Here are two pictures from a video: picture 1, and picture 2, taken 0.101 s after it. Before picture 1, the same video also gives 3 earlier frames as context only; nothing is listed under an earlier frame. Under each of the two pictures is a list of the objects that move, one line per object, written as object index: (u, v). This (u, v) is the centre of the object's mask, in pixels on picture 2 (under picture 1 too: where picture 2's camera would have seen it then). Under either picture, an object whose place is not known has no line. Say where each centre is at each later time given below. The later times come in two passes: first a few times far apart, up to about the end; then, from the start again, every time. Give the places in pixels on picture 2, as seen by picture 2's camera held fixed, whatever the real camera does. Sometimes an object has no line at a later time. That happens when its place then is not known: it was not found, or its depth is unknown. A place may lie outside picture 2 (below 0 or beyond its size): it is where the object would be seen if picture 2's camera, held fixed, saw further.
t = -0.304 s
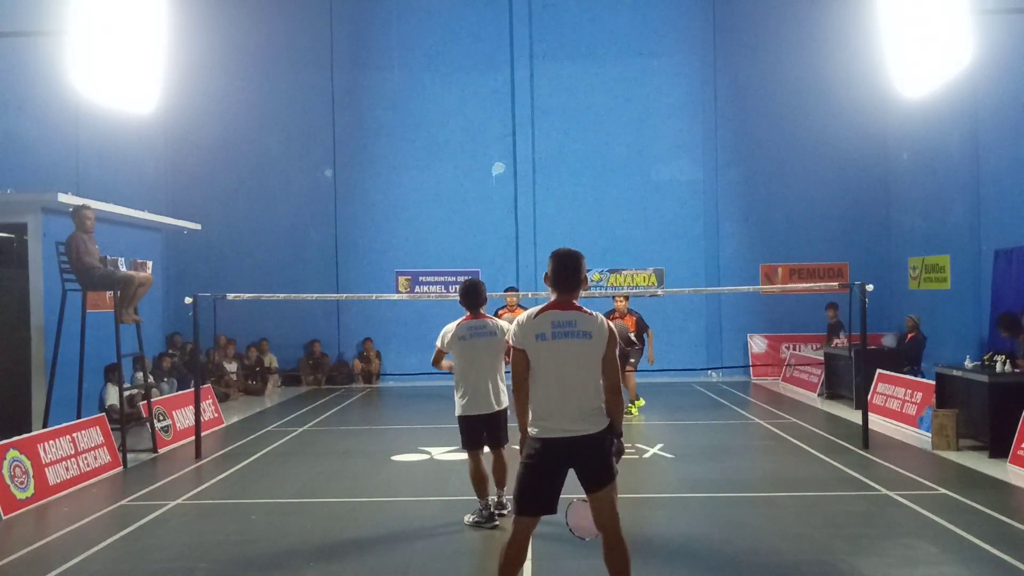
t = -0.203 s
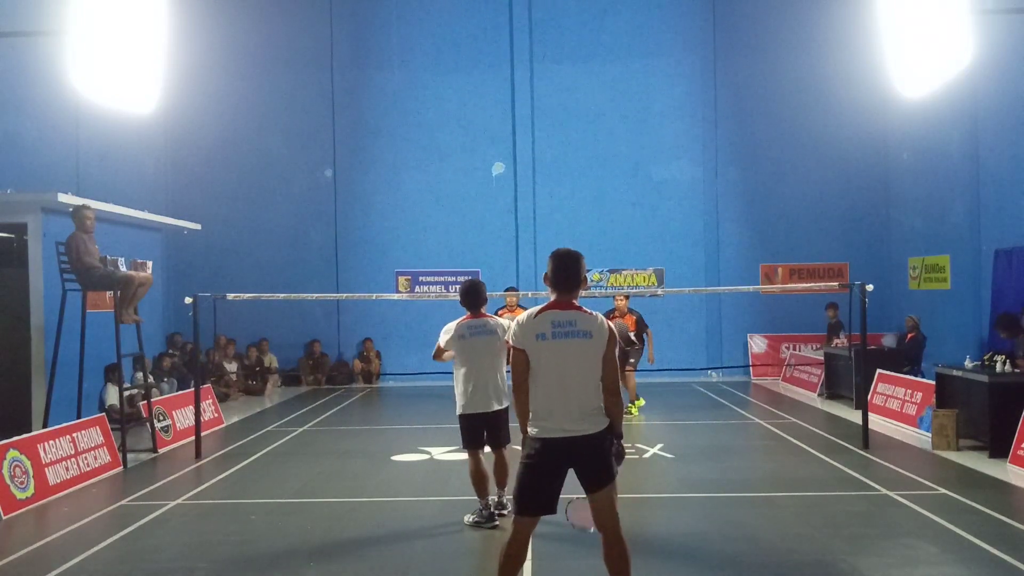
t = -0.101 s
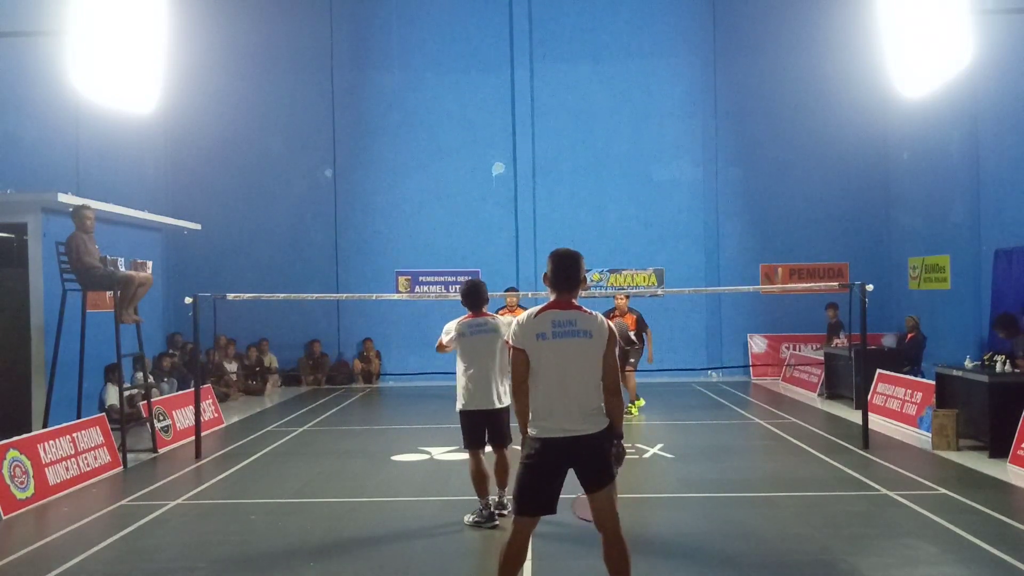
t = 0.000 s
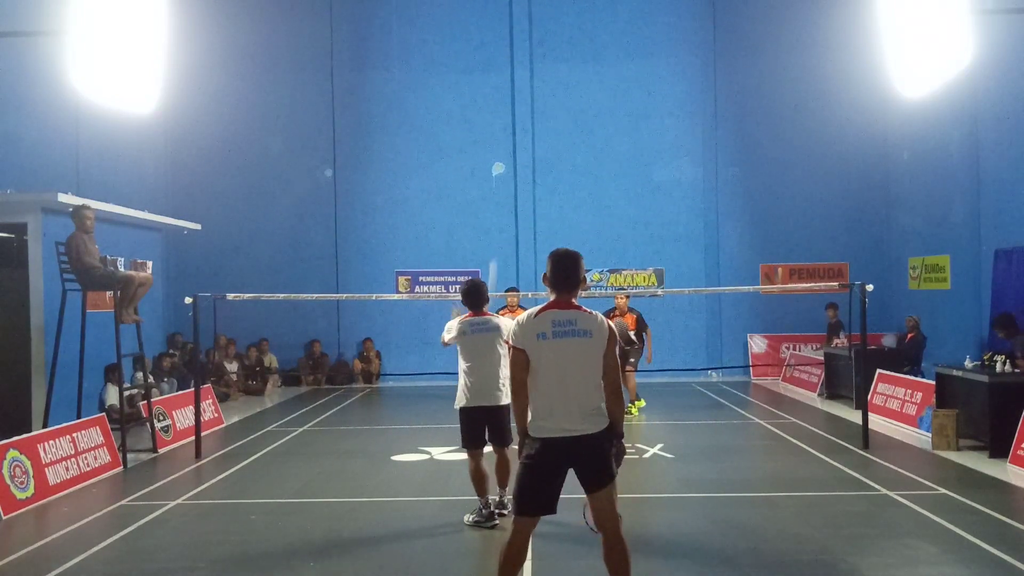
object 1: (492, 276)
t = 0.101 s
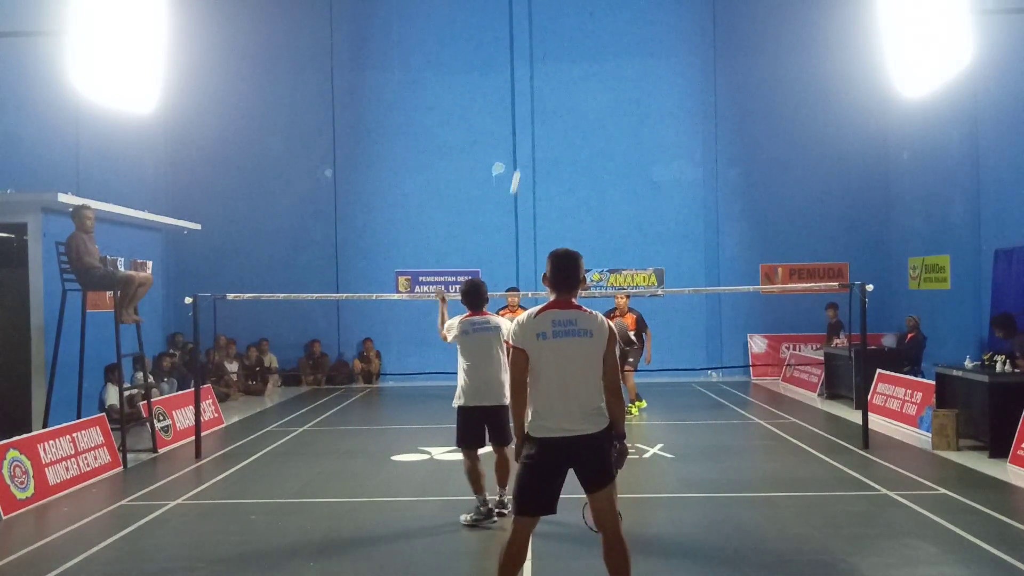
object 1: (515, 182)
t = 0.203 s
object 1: (529, 132)
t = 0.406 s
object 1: (547, 95)
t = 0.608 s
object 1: (559, 100)
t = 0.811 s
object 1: (570, 131)
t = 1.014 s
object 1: (580, 180)
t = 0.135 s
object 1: (520, 161)
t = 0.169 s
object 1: (525, 145)
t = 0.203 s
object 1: (529, 132)
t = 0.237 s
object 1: (533, 121)
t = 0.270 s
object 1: (536, 113)
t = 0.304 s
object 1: (540, 106)
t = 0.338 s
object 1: (541, 101)
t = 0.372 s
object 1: (545, 98)
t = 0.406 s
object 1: (547, 95)
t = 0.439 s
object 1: (549, 94)
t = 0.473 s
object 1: (551, 93)
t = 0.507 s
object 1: (553, 94)
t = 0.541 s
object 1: (555, 95)
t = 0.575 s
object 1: (557, 97)
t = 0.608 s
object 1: (559, 100)
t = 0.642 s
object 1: (560, 104)
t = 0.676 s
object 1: (562, 108)
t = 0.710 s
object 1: (564, 113)
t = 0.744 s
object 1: (566, 118)
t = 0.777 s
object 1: (568, 124)
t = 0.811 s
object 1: (570, 131)
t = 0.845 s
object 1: (571, 138)
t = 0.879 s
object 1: (573, 146)
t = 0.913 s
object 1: (575, 154)
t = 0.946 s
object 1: (576, 162)
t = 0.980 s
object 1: (578, 171)
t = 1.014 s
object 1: (580, 180)
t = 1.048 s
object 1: (581, 190)
